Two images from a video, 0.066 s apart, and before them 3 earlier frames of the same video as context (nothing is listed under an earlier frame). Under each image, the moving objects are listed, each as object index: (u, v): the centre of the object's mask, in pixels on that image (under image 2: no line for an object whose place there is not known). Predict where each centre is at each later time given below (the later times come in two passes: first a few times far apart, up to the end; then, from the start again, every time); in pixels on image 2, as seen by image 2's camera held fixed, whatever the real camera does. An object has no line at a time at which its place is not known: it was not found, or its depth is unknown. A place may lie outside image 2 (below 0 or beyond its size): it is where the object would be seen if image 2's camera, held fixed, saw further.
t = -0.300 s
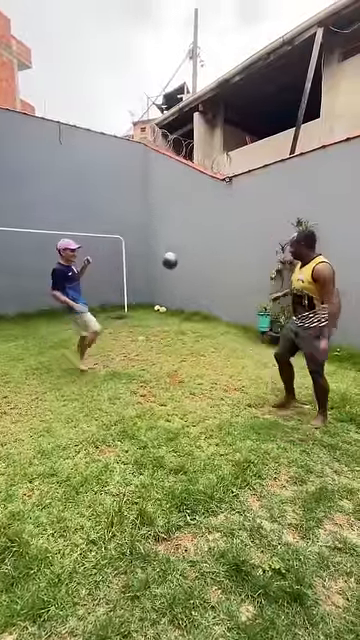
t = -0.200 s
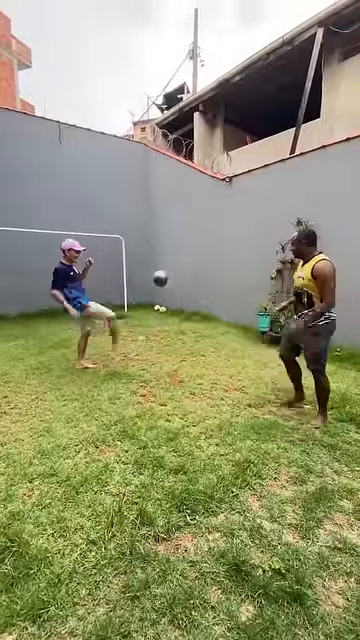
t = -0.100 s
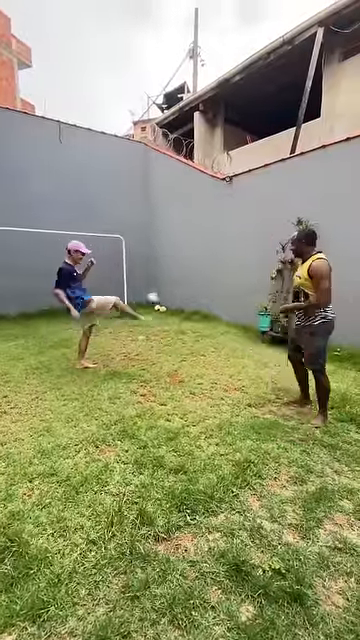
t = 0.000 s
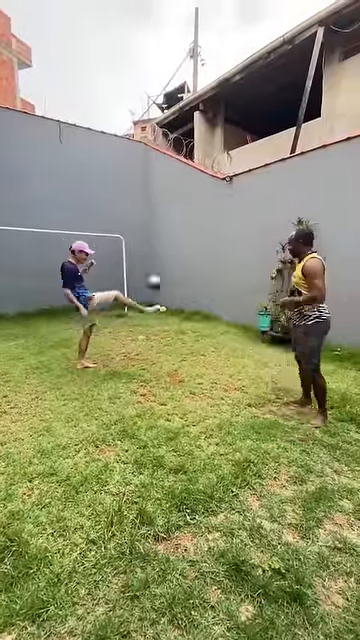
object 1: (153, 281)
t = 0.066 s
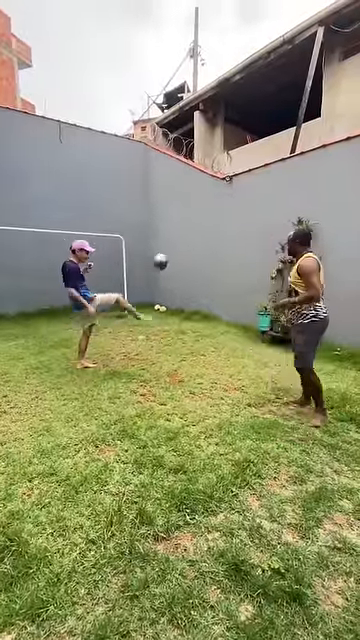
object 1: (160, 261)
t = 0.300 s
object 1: (180, 207)
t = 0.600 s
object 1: (209, 202)
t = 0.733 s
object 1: (223, 227)
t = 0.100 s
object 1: (163, 251)
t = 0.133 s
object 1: (166, 242)
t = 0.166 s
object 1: (169, 234)
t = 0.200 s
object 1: (171, 226)
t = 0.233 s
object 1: (174, 219)
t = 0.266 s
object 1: (177, 212)
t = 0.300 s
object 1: (180, 207)
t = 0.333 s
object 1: (183, 202)
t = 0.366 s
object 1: (186, 199)
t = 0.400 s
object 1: (189, 197)
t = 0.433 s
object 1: (193, 195)
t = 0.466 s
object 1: (195, 194)
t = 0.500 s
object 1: (199, 195)
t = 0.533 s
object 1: (203, 196)
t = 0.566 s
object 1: (206, 199)
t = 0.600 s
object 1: (209, 202)
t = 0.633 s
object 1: (213, 207)
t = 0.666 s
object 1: (216, 213)
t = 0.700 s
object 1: (219, 219)
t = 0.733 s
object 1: (223, 227)
